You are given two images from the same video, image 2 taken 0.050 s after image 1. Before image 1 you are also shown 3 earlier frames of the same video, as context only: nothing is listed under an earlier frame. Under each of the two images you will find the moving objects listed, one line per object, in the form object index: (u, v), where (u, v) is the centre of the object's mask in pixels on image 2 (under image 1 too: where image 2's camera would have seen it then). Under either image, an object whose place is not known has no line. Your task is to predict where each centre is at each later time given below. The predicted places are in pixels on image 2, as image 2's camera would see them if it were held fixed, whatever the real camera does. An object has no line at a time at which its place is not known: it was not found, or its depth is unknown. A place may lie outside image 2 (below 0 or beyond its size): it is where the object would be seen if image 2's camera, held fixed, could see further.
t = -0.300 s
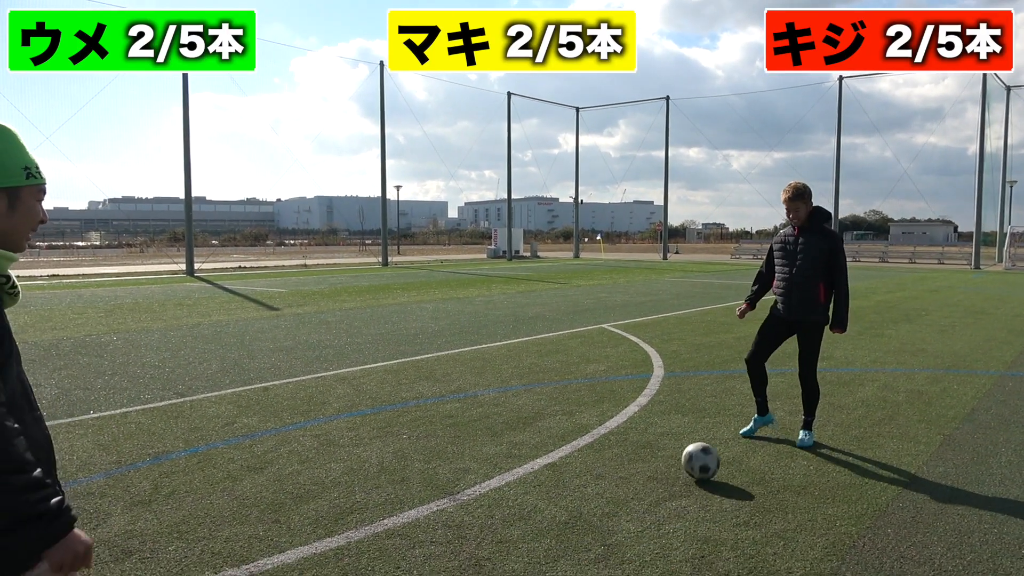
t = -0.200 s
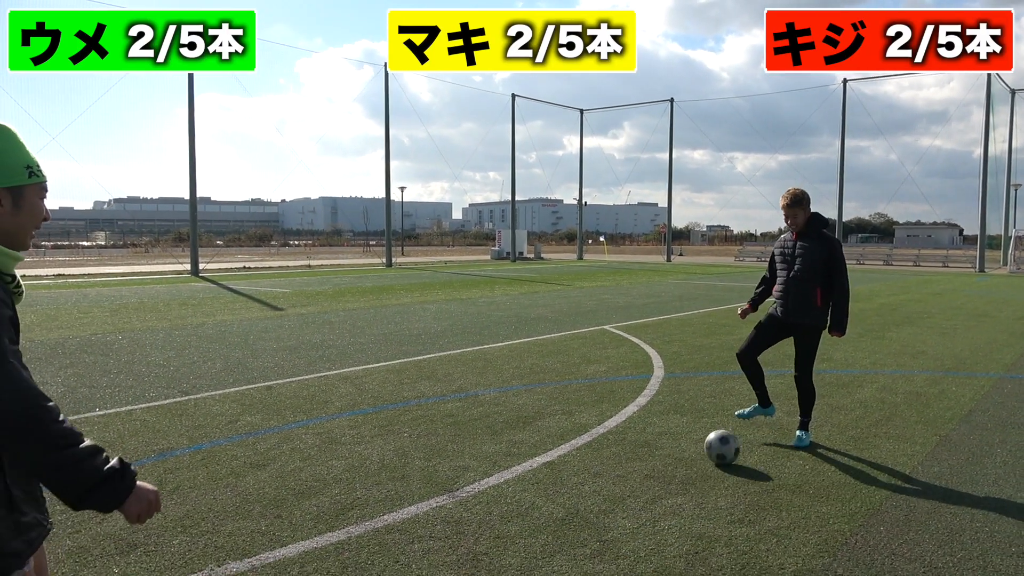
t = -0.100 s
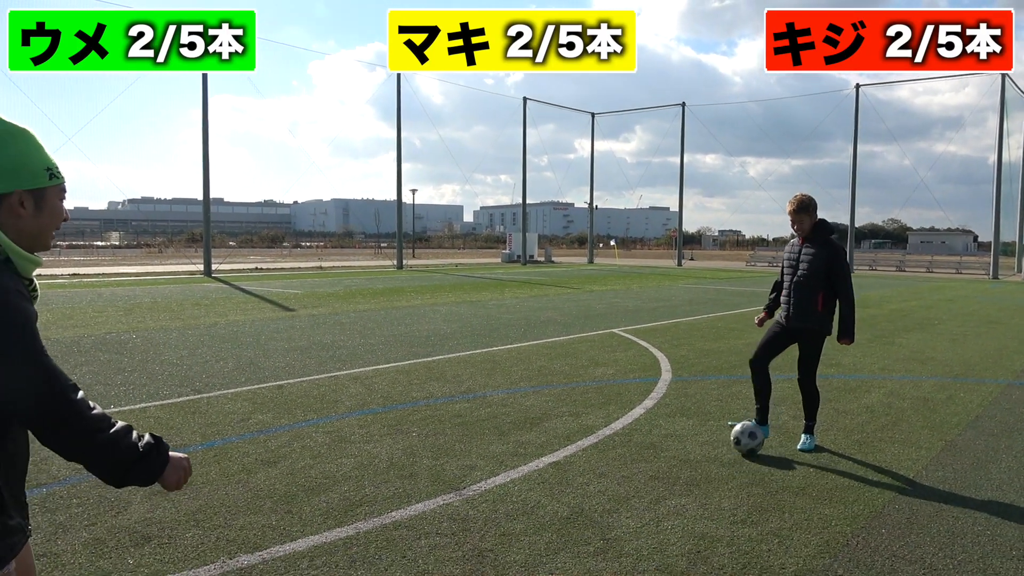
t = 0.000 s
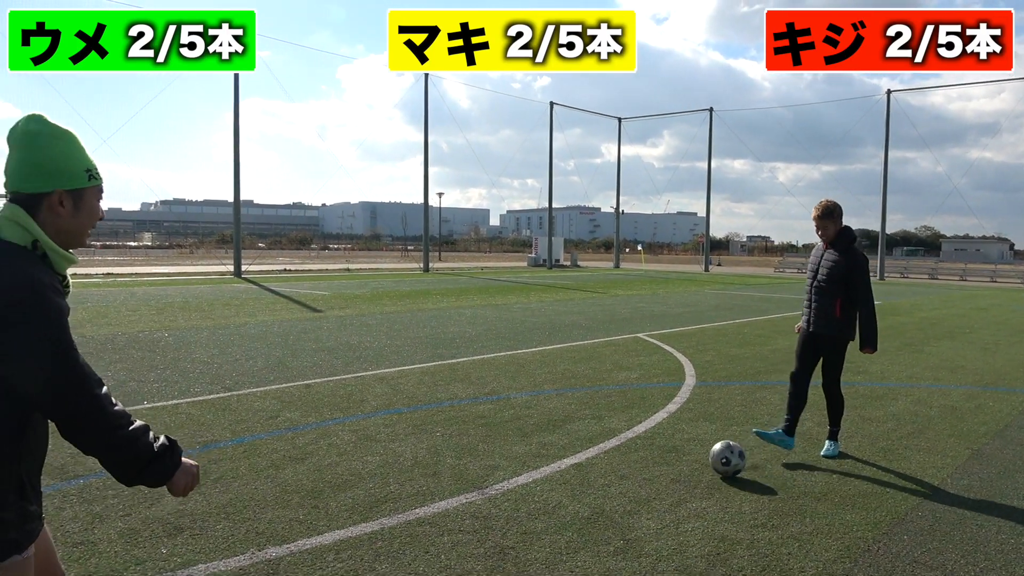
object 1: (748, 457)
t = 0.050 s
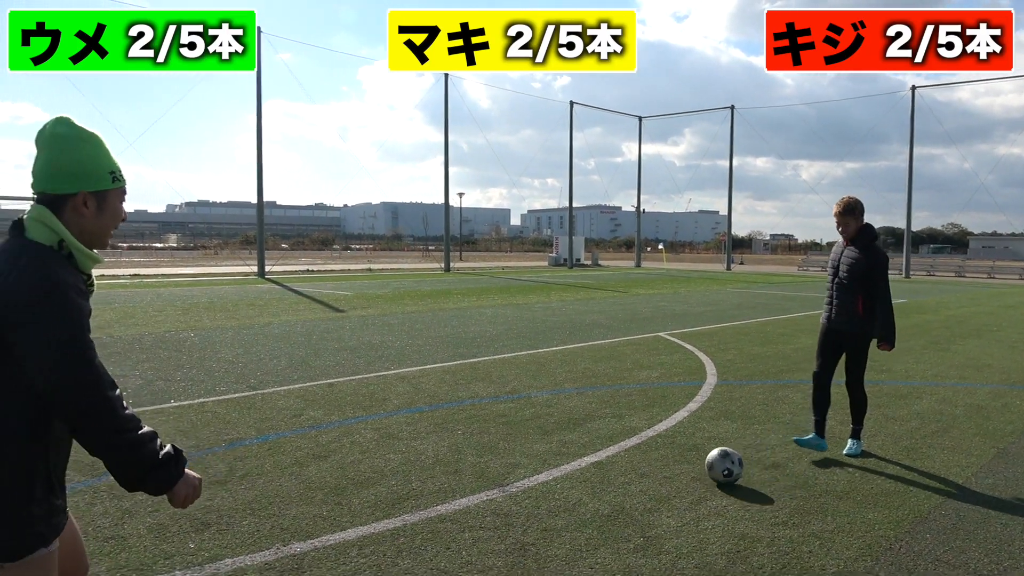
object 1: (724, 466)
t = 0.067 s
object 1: (716, 468)
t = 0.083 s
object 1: (708, 471)
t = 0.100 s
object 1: (700, 475)
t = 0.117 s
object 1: (691, 478)
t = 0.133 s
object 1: (682, 481)
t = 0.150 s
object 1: (674, 483)
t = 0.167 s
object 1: (665, 486)
